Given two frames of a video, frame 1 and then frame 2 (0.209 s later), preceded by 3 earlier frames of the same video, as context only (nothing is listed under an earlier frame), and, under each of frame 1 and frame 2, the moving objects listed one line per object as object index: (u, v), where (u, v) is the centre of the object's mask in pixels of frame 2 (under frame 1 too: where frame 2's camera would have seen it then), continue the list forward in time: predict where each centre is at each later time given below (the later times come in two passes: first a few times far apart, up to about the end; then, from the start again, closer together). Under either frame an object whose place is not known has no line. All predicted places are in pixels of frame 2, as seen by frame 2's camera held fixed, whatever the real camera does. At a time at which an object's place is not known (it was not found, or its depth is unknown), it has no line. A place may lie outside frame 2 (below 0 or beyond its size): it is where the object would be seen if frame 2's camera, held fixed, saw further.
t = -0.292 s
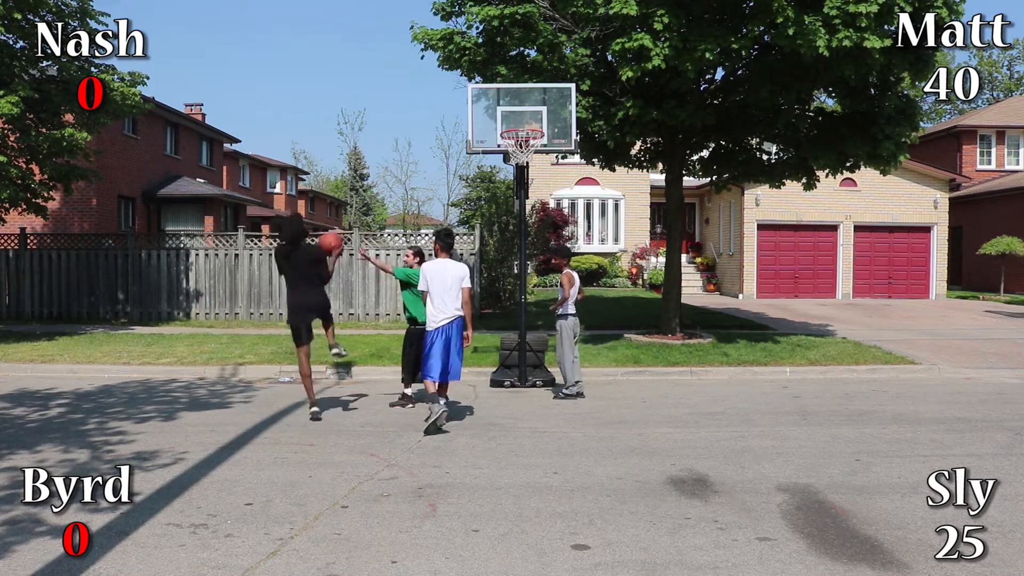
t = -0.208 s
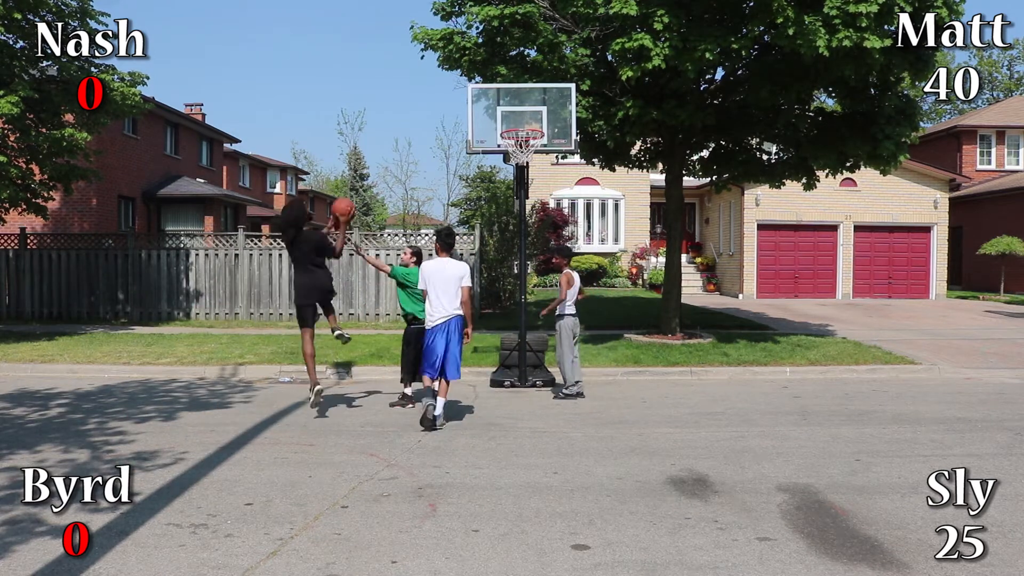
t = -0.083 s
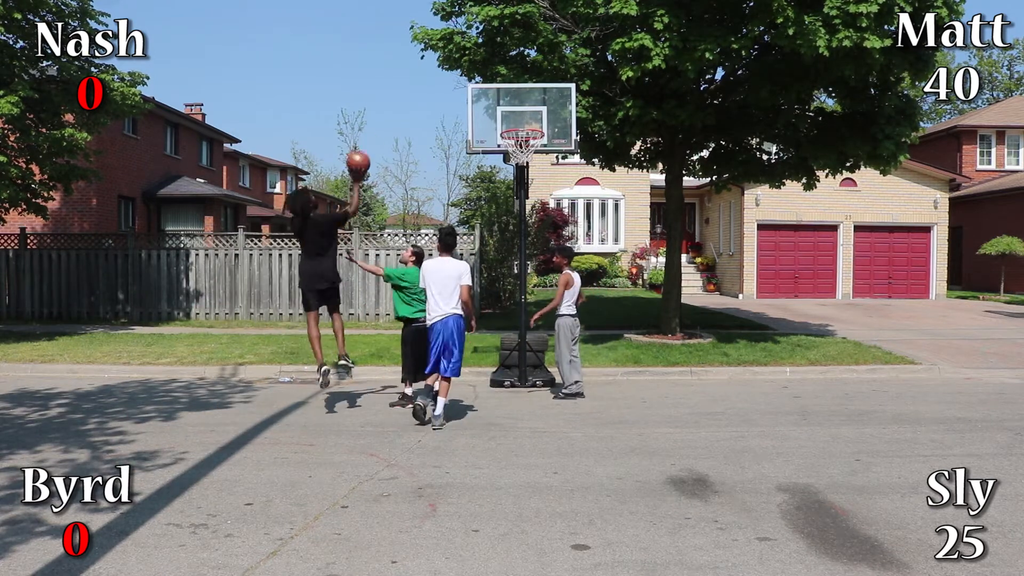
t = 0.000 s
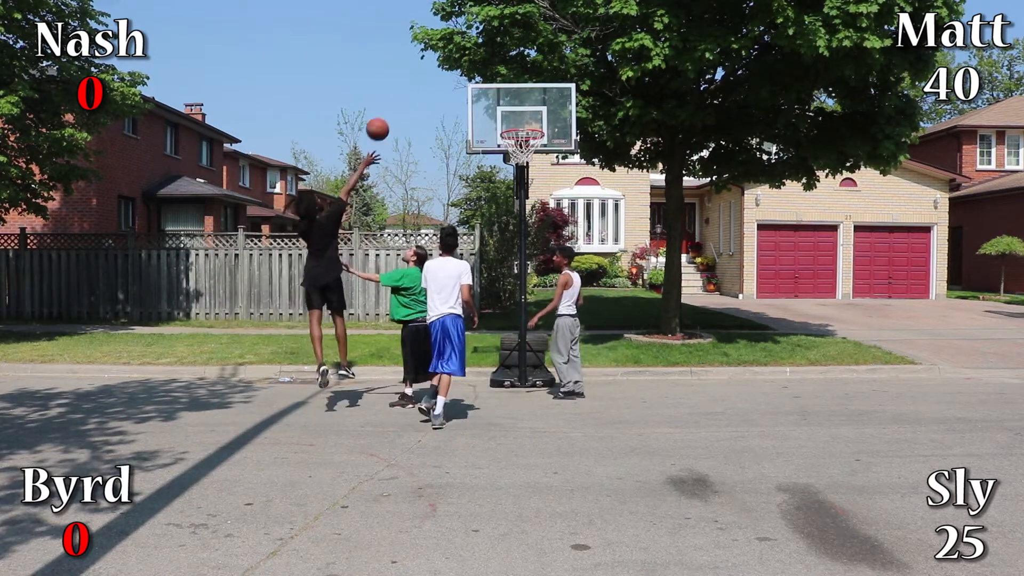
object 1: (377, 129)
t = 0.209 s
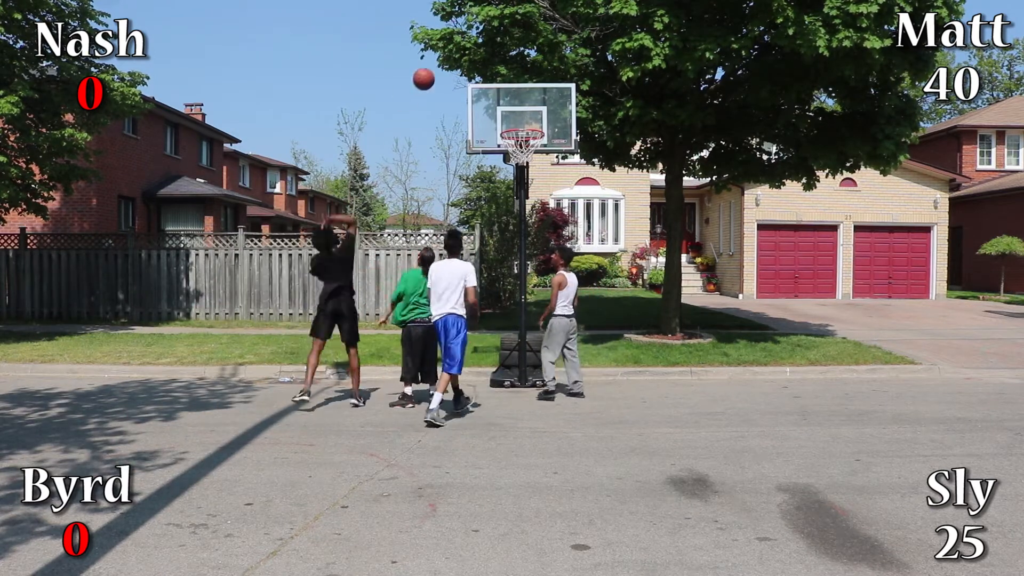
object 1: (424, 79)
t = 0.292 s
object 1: (441, 71)
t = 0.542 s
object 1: (487, 83)
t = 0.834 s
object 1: (518, 137)
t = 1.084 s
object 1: (524, 171)
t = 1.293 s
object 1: (526, 229)
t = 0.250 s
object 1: (432, 74)
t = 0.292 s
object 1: (441, 71)
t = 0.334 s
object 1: (449, 69)
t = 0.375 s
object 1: (457, 69)
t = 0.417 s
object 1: (464, 70)
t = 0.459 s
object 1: (472, 73)
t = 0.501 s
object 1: (479, 77)
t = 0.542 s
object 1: (487, 83)
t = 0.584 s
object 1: (494, 90)
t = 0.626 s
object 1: (500, 97)
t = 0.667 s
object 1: (503, 102)
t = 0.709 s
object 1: (507, 108)
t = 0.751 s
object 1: (511, 115)
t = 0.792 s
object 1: (514, 122)
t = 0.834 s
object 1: (518, 137)
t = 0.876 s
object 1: (520, 144)
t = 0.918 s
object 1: (519, 146)
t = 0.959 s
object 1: (523, 159)
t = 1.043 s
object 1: (523, 164)
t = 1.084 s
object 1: (524, 171)
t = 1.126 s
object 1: (524, 179)
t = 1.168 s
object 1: (525, 189)
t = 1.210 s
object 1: (525, 201)
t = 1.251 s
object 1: (526, 213)
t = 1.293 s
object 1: (526, 229)
